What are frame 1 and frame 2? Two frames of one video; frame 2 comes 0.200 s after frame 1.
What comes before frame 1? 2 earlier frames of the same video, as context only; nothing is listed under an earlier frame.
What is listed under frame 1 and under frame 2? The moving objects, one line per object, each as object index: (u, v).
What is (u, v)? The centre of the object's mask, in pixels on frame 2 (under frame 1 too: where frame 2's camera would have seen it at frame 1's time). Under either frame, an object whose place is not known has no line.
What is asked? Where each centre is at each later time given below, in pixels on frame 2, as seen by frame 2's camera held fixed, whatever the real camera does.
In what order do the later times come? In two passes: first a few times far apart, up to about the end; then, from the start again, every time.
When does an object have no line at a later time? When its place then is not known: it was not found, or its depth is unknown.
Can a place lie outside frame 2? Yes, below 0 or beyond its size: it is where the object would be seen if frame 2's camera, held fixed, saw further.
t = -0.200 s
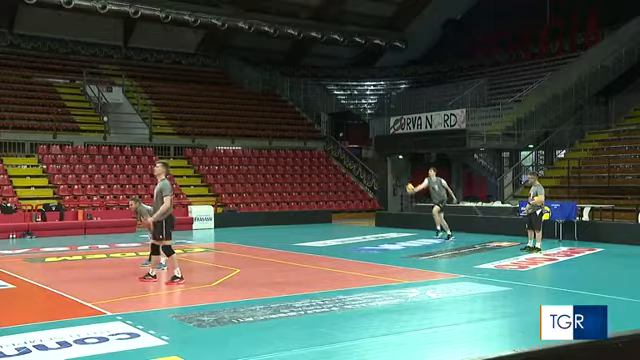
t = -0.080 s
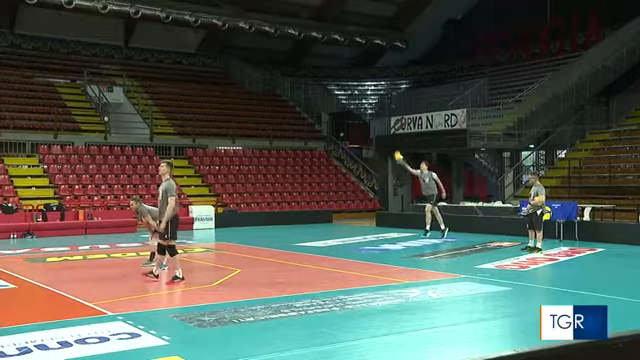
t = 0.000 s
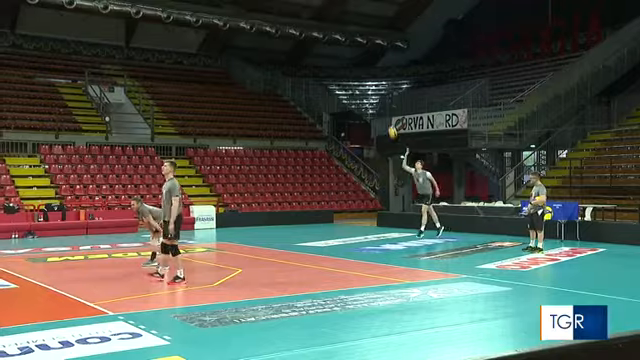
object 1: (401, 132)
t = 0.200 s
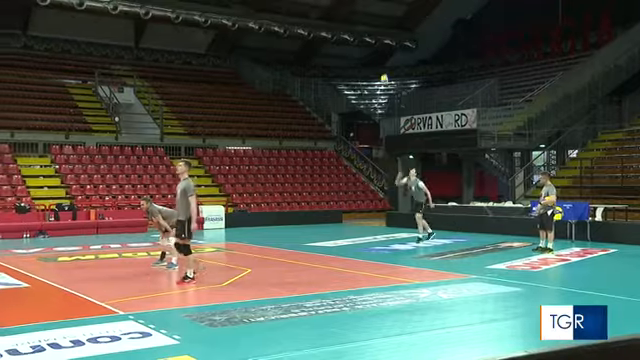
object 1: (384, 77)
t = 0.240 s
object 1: (380, 71)
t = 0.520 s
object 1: (357, 28)
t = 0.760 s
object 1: (337, 16)
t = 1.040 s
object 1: (313, 31)
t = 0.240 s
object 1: (380, 71)
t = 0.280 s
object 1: (377, 63)
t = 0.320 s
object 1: (374, 56)
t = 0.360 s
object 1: (370, 49)
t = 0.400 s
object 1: (367, 43)
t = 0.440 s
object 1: (364, 37)
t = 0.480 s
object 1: (361, 32)
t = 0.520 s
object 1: (357, 28)
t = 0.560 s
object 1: (354, 25)
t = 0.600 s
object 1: (351, 22)
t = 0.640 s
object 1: (347, 20)
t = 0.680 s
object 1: (344, 18)
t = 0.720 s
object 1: (340, 17)
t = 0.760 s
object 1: (337, 16)
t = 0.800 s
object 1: (333, 17)
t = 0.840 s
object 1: (330, 17)
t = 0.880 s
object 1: (327, 19)
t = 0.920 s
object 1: (323, 21)
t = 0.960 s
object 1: (320, 24)
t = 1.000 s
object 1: (317, 27)
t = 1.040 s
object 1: (313, 31)
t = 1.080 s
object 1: (310, 36)
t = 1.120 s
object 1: (306, 42)
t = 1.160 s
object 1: (301, 48)
